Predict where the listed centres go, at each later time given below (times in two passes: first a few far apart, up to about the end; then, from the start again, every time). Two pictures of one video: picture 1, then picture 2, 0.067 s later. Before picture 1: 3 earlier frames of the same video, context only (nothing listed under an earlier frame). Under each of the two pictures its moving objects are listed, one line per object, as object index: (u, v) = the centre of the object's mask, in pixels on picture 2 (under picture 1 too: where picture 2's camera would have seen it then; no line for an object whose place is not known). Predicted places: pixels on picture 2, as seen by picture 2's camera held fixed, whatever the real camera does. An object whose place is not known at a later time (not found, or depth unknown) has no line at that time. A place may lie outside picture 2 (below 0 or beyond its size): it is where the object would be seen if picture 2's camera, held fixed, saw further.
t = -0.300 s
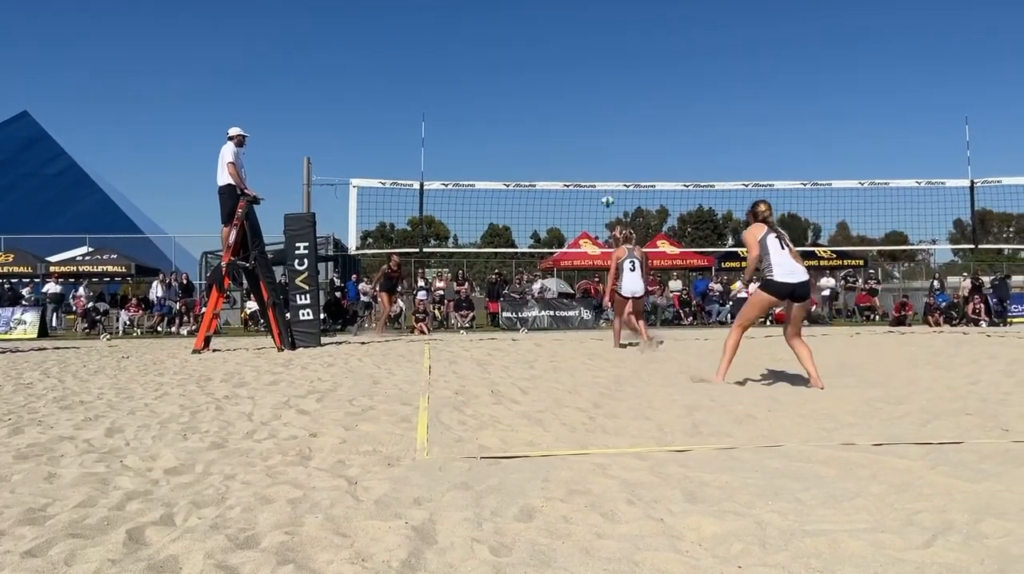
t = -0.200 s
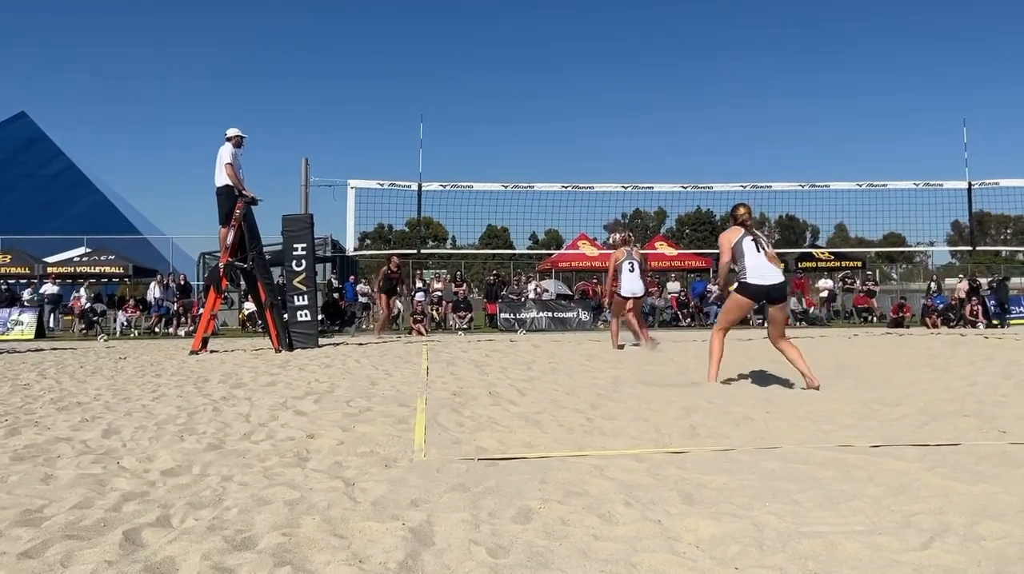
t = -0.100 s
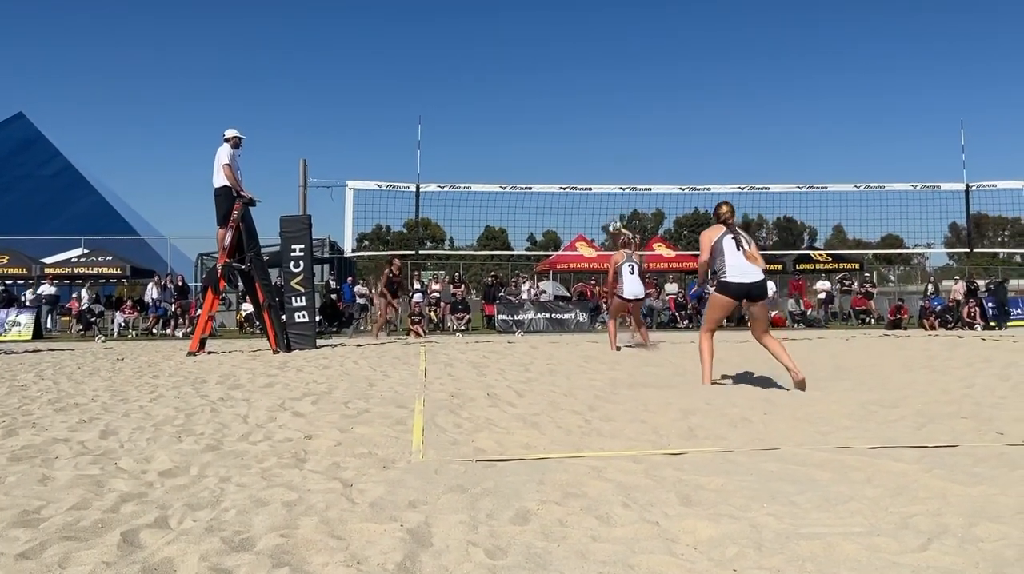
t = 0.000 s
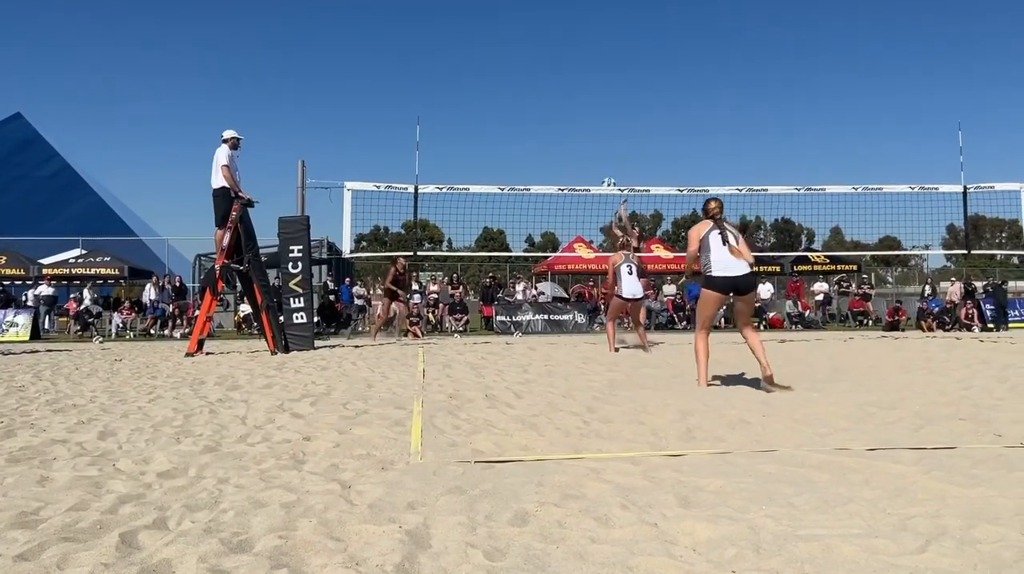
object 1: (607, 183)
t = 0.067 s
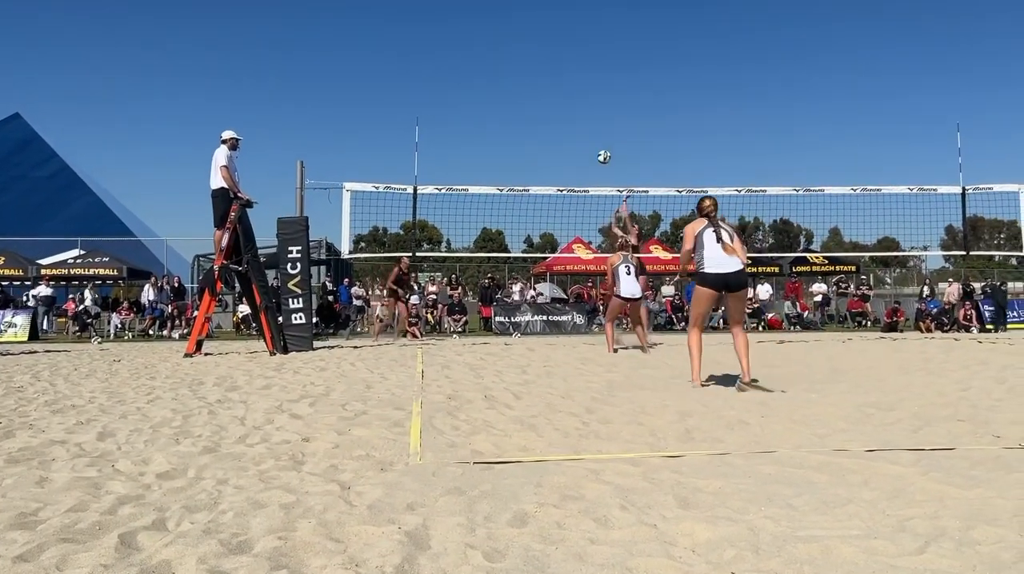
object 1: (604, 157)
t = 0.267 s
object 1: (592, 89)
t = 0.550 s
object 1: (577, 35)
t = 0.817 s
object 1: (563, 31)
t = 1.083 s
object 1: (550, 72)
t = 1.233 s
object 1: (542, 115)
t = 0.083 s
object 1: (603, 150)
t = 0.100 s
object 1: (601, 144)
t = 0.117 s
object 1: (601, 138)
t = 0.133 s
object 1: (600, 131)
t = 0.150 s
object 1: (599, 126)
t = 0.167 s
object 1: (598, 120)
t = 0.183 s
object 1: (597, 114)
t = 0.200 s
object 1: (596, 109)
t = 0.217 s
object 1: (595, 104)
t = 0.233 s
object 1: (594, 98)
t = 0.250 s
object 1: (593, 93)
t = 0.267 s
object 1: (592, 89)
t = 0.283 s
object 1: (591, 84)
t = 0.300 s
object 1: (590, 80)
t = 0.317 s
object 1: (590, 75)
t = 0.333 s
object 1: (589, 72)
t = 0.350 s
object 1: (588, 68)
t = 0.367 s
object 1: (587, 64)
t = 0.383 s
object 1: (586, 60)
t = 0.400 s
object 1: (585, 57)
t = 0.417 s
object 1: (584, 54)
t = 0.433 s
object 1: (583, 51)
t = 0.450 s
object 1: (583, 48)
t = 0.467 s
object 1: (582, 45)
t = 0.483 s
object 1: (581, 43)
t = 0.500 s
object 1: (580, 40)
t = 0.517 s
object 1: (579, 38)
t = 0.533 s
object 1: (578, 36)
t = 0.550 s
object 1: (577, 35)
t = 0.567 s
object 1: (576, 33)
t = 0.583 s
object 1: (575, 32)
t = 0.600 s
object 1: (574, 30)
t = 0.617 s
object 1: (574, 29)
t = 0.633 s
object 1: (573, 28)
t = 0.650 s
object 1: (572, 28)
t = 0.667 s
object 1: (571, 27)
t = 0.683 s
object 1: (570, 27)
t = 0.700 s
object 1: (570, 27)
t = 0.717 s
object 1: (569, 27)
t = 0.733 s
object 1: (568, 27)
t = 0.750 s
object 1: (566, 27)
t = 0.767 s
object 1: (566, 28)
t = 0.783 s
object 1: (565, 28)
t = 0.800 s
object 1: (564, 30)
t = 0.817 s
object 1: (563, 31)
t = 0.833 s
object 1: (562, 32)
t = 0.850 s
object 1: (561, 33)
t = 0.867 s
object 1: (560, 35)
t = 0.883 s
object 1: (560, 37)
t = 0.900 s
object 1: (559, 39)
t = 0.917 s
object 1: (558, 41)
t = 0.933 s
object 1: (557, 43)
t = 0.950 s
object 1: (556, 45)
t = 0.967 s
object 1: (555, 48)
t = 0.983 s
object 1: (555, 51)
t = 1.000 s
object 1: (554, 54)
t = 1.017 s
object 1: (553, 57)
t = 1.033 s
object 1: (552, 61)
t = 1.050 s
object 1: (552, 64)
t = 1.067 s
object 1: (551, 68)
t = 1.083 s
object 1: (550, 72)
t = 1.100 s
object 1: (549, 76)
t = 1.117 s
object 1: (548, 80)
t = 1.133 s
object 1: (548, 85)
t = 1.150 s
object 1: (547, 89)
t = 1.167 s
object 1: (545, 94)
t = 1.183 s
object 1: (545, 99)
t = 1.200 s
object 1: (544, 104)
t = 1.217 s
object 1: (543, 109)
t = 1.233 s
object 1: (542, 115)
